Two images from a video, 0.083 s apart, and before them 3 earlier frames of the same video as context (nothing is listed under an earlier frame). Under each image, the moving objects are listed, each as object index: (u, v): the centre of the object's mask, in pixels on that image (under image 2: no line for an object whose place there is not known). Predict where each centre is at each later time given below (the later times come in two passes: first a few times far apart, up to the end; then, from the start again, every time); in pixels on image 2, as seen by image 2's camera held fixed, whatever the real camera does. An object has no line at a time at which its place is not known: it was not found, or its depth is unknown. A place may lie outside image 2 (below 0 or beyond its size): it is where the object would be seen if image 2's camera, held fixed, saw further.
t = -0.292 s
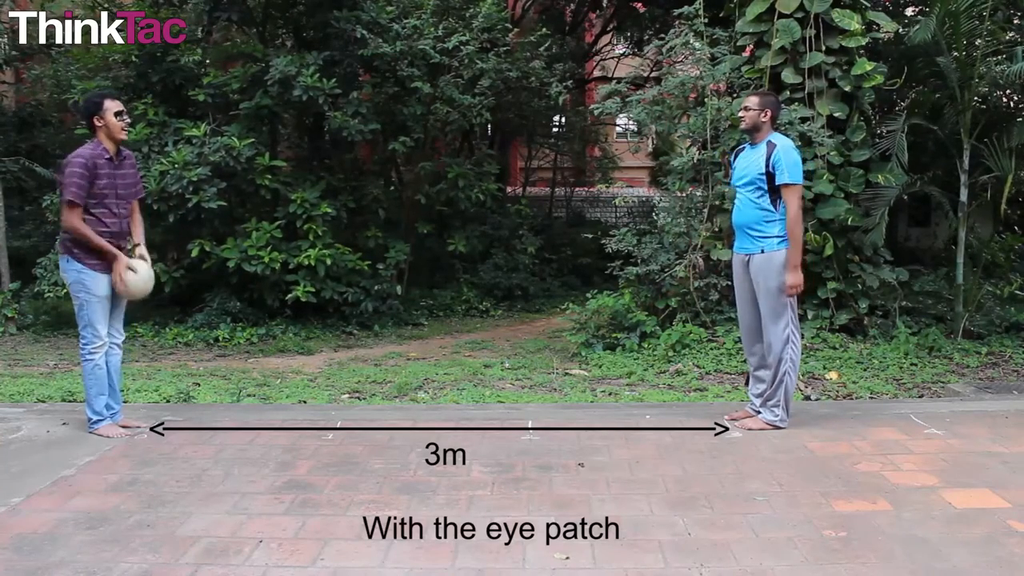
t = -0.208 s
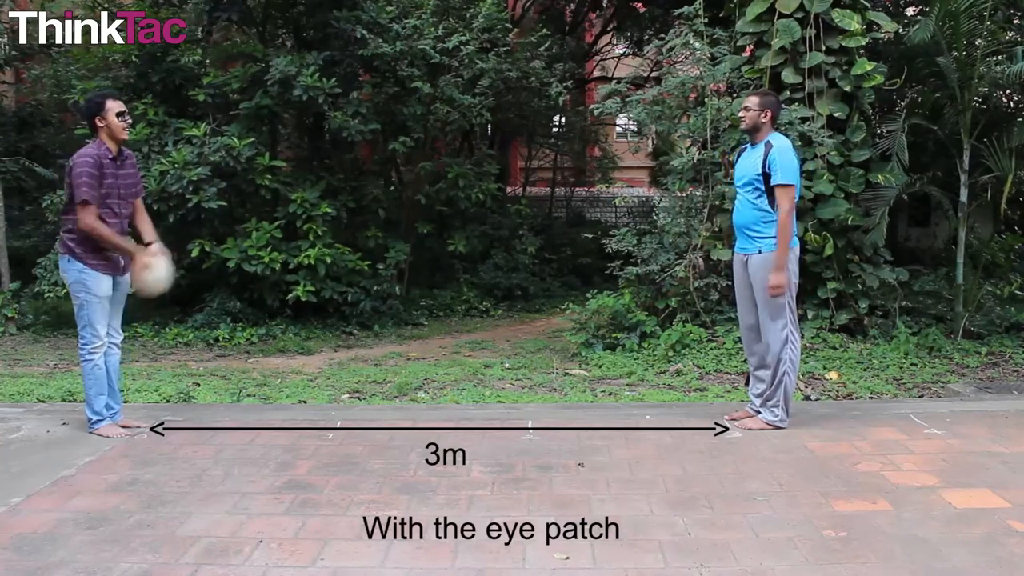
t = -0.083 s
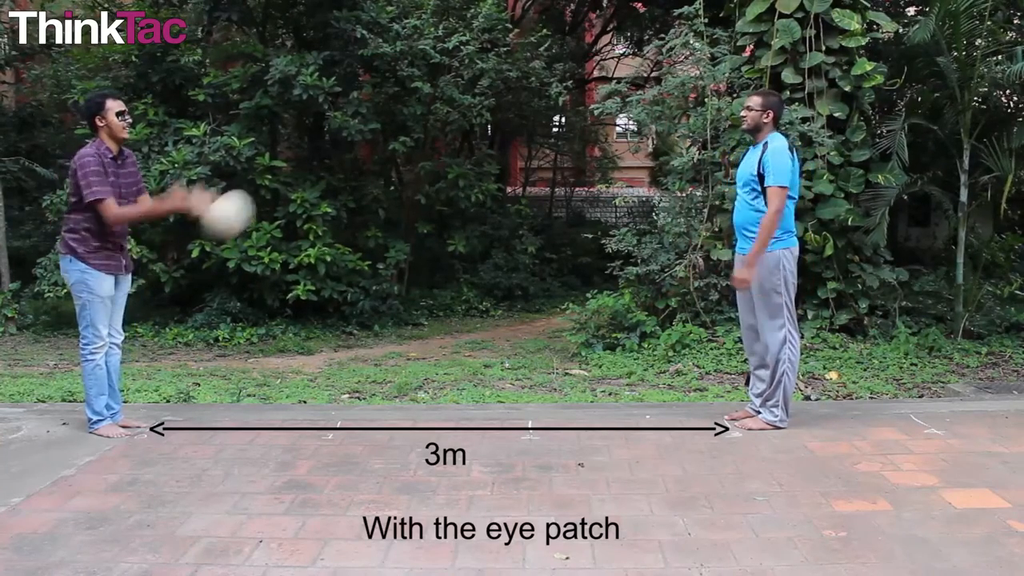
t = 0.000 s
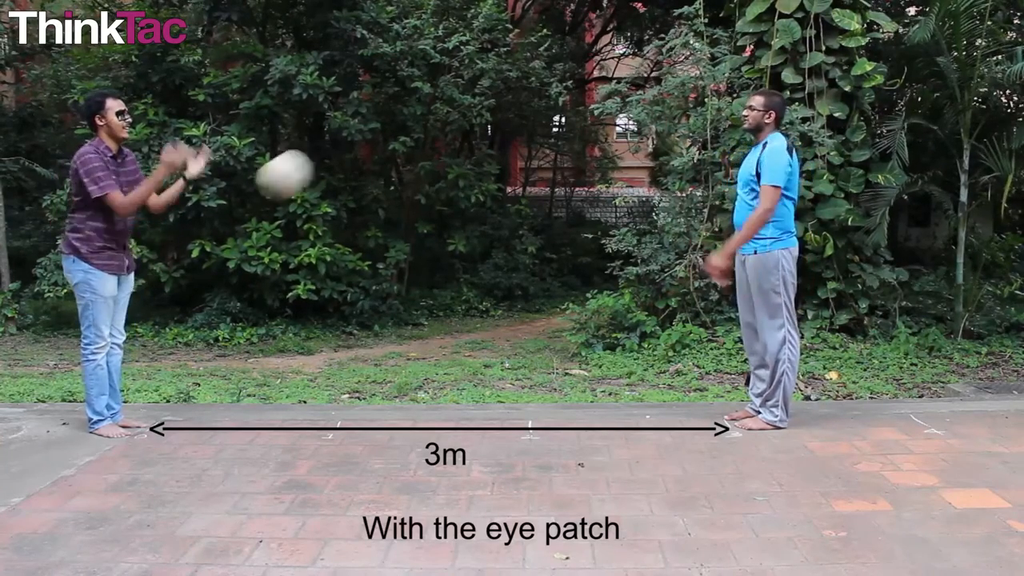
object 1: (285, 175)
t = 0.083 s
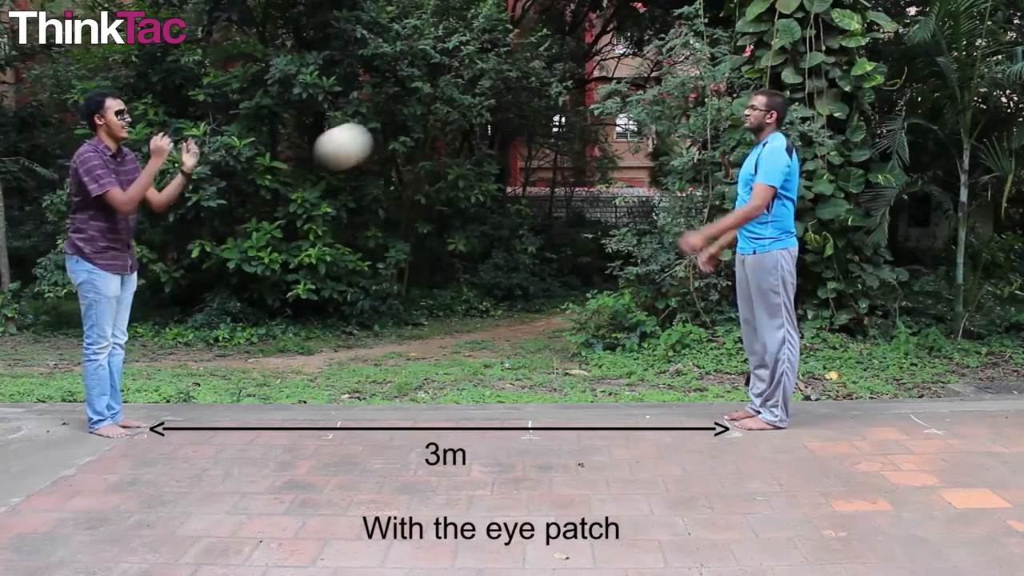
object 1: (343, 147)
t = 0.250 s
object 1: (462, 128)
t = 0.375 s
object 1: (552, 148)
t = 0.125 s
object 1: (372, 137)
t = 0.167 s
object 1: (402, 131)
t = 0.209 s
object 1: (433, 128)
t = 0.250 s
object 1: (462, 128)
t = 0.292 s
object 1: (493, 132)
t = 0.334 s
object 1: (522, 138)
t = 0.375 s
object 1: (552, 148)
